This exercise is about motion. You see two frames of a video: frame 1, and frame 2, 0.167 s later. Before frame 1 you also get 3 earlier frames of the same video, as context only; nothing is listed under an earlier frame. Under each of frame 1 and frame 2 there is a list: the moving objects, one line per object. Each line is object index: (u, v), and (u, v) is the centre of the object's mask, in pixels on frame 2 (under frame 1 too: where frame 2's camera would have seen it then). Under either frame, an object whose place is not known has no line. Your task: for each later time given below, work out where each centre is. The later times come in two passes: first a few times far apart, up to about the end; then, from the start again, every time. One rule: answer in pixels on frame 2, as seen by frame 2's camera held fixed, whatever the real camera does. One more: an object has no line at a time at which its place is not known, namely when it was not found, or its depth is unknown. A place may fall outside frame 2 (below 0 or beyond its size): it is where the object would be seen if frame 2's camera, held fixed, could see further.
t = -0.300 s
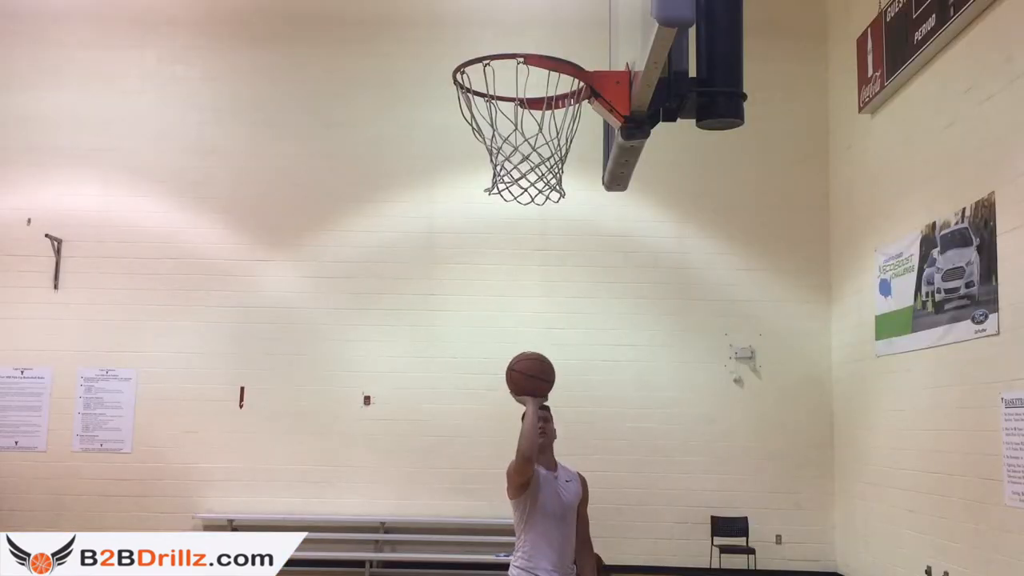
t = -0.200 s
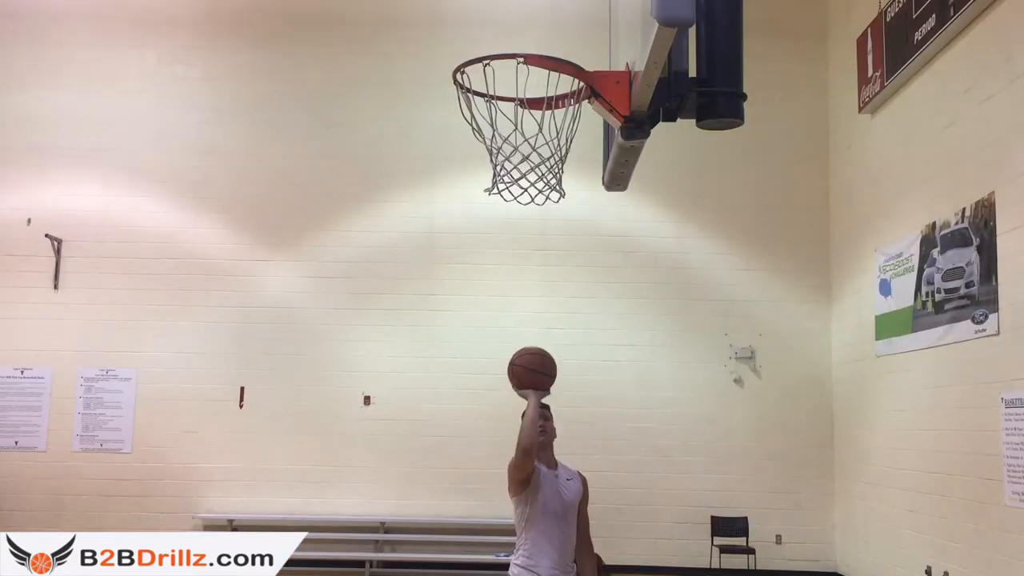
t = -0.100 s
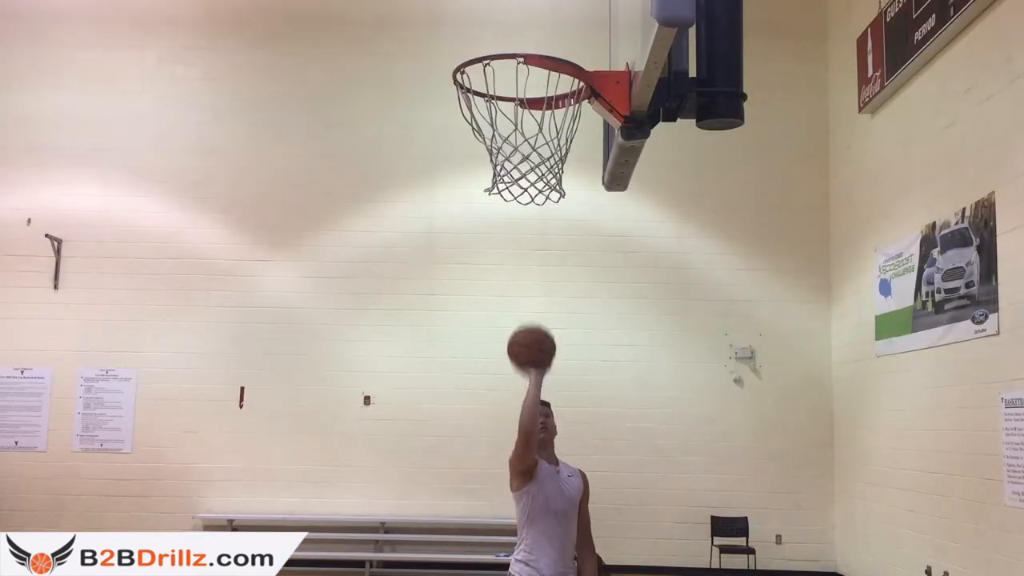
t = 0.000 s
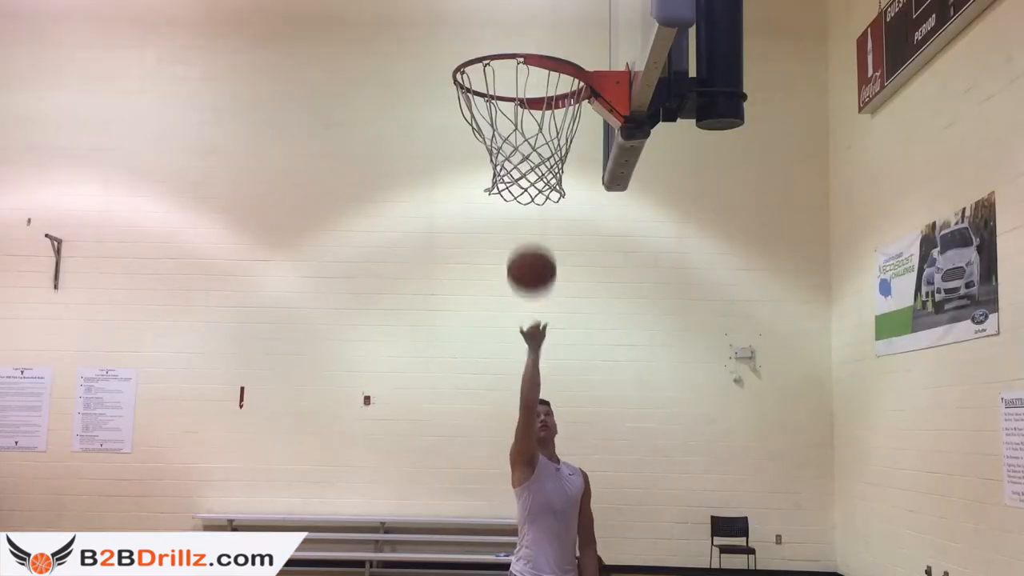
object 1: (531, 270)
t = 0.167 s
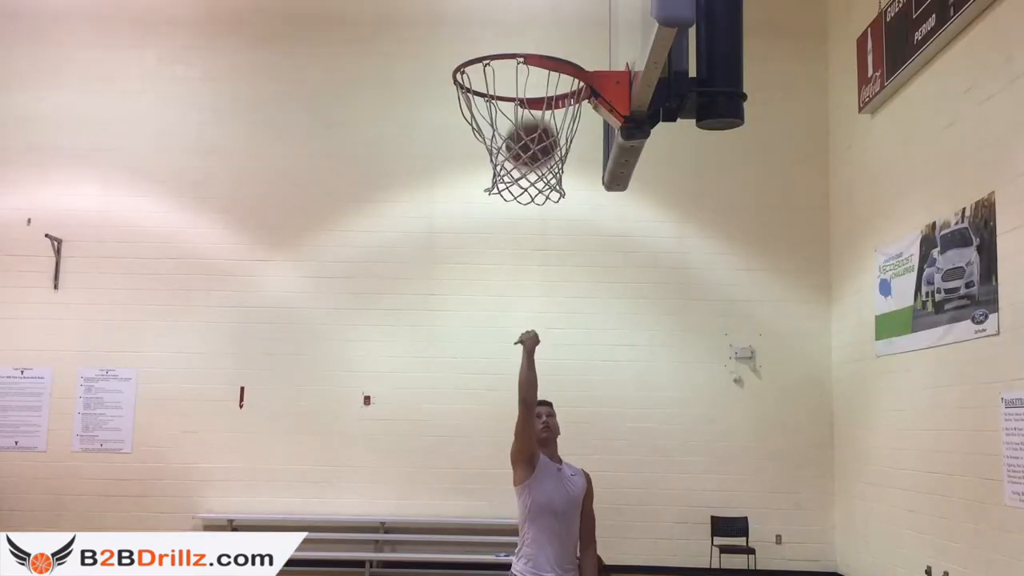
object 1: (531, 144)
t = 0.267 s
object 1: (528, 86)
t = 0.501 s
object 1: (526, 28)
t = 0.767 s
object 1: (515, 120)
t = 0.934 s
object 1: (507, 207)
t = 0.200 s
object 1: (530, 126)
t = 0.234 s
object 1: (530, 104)
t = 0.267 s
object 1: (528, 86)
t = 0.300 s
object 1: (527, 80)
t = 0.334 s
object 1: (526, 64)
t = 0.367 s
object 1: (527, 49)
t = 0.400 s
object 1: (527, 40)
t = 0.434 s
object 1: (528, 32)
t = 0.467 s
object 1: (527, 29)
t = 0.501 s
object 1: (526, 28)
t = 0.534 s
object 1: (525, 28)
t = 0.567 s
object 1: (524, 30)
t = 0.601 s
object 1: (522, 38)
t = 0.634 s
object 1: (520, 48)
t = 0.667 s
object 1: (518, 61)
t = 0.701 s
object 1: (517, 79)
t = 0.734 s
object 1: (516, 97)
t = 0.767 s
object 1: (515, 120)
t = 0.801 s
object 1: (514, 144)
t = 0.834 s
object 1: (512, 152)
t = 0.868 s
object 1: (510, 169)
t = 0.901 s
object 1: (508, 184)
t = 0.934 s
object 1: (507, 207)
